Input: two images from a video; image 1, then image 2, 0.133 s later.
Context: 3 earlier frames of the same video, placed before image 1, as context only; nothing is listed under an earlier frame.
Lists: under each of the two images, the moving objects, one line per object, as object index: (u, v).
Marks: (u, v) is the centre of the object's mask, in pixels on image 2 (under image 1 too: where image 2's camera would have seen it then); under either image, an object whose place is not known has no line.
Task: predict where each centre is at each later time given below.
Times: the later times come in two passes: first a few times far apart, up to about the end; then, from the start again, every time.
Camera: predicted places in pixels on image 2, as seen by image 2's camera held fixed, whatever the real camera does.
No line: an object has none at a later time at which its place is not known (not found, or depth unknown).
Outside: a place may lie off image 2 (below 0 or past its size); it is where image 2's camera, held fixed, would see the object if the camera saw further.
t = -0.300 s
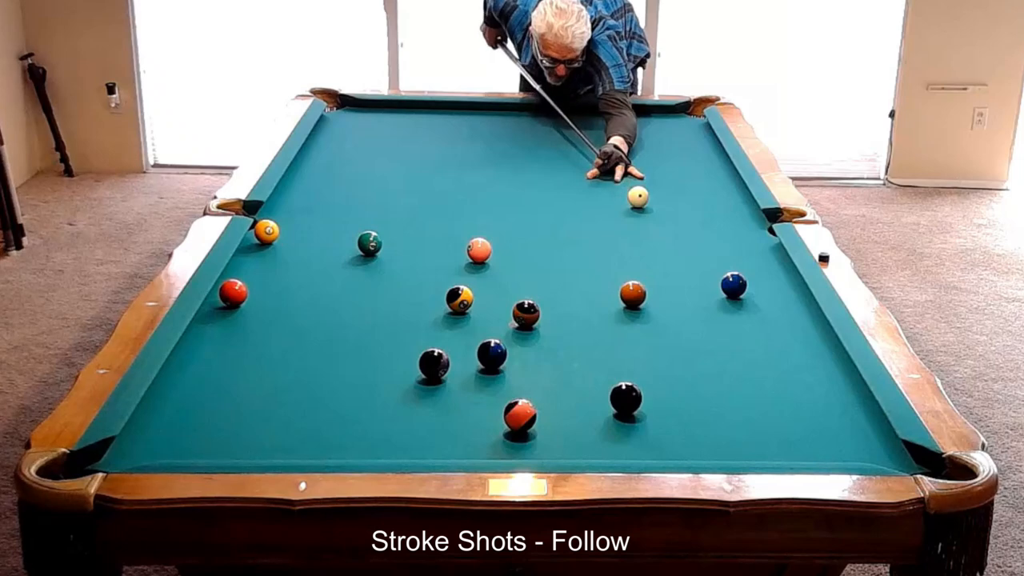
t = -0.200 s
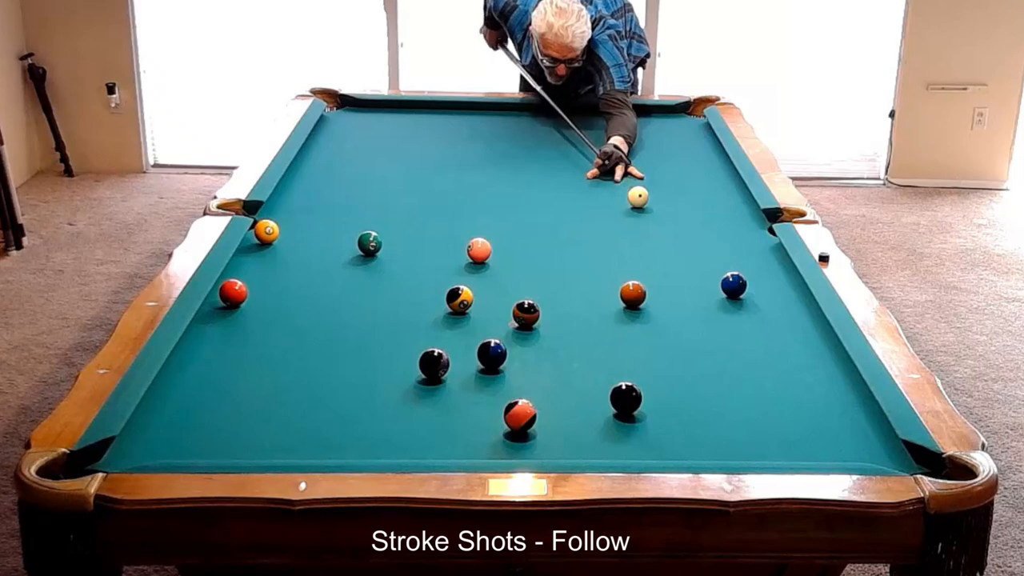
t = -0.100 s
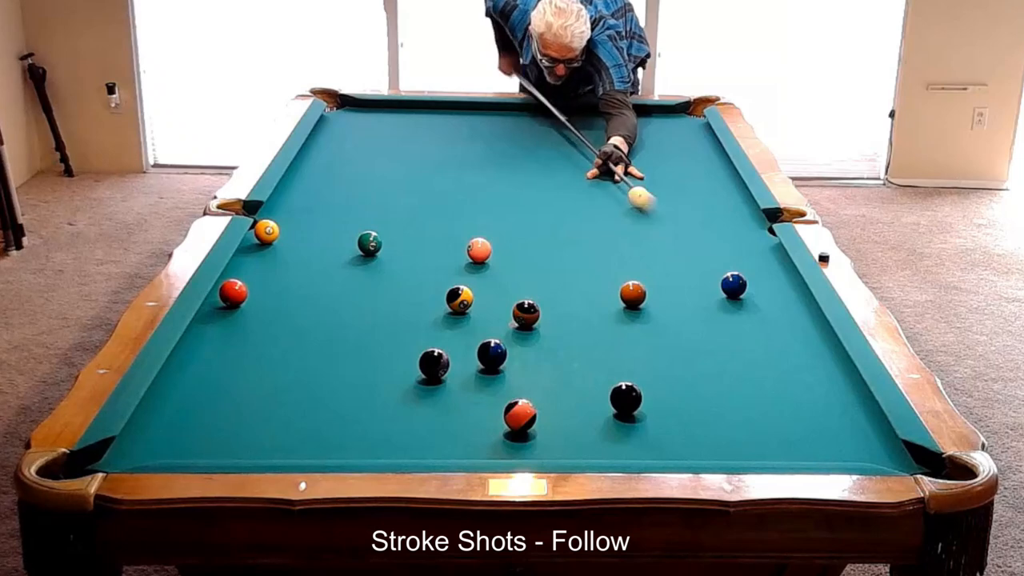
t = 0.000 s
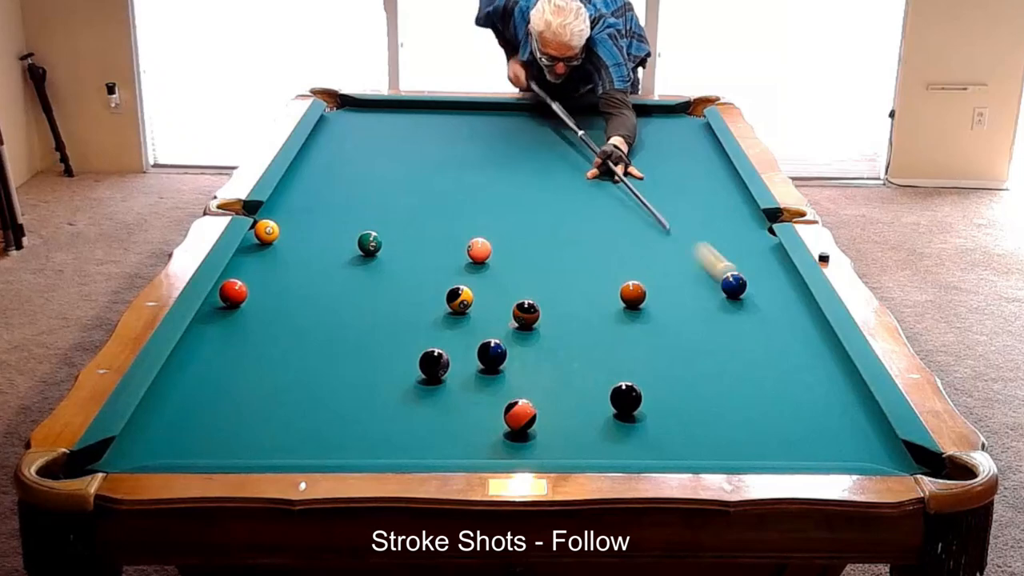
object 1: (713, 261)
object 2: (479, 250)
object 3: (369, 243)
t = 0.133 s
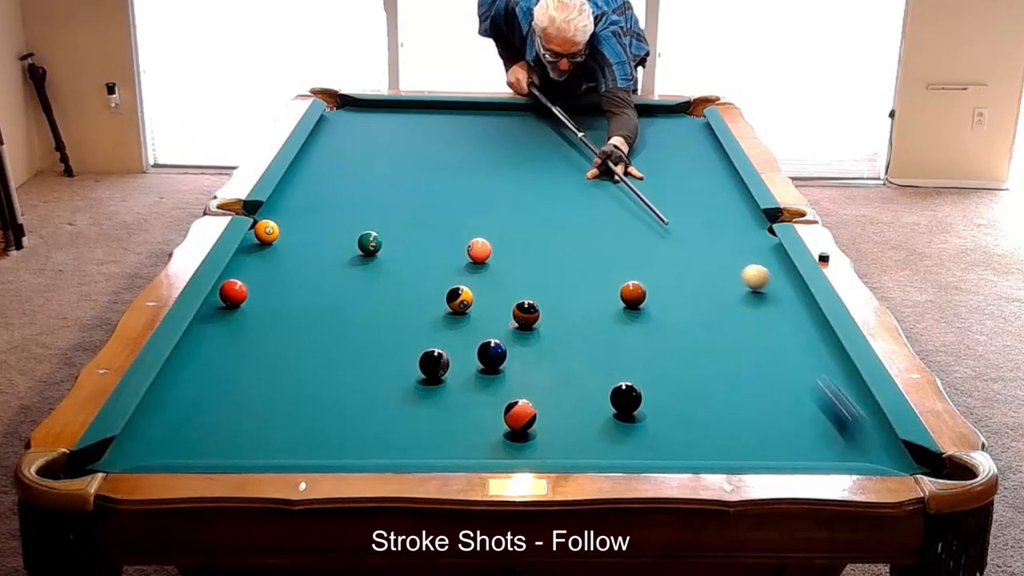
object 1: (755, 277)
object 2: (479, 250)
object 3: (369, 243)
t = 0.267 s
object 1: (792, 286)
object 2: (479, 250)
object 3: (369, 243)
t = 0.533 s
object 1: (766, 316)
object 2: (479, 250)
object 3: (369, 243)
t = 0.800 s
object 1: (767, 376)
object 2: (479, 250)
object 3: (369, 243)
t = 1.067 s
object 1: (772, 449)
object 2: (479, 249)
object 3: (369, 243)
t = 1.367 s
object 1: (699, 407)
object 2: (479, 249)
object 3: (369, 243)
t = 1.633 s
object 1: (645, 370)
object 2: (479, 249)
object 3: (369, 243)
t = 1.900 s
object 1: (600, 340)
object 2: (479, 249)
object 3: (369, 243)
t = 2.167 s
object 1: (560, 315)
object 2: (479, 249)
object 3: (369, 243)
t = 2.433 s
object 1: (526, 289)
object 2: (479, 249)
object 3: (369, 243)
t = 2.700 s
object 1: (495, 271)
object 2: (479, 250)
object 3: (369, 243)
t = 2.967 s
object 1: (468, 258)
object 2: (481, 244)
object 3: (369, 243)
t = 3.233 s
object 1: (441, 253)
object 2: (480, 237)
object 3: (369, 243)
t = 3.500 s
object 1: (417, 248)
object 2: (481, 230)
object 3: (369, 243)
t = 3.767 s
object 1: (396, 245)
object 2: (481, 223)
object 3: (369, 243)
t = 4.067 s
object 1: (391, 243)
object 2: (481, 217)
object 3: (358, 242)
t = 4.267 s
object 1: (390, 243)
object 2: (480, 214)
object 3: (351, 241)
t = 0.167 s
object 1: (764, 279)
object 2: (479, 250)
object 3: (369, 243)
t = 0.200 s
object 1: (774, 281)
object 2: (479, 250)
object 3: (369, 243)
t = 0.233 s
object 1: (783, 283)
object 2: (479, 249)
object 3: (369, 243)
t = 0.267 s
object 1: (792, 286)
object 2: (479, 250)
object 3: (369, 243)
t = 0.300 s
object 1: (790, 288)
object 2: (479, 250)
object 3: (369, 243)
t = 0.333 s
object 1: (785, 291)
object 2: (479, 250)
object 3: (369, 243)
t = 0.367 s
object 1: (780, 294)
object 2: (479, 250)
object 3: (369, 243)
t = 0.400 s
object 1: (776, 298)
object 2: (479, 250)
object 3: (369, 243)
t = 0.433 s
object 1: (773, 302)
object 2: (479, 250)
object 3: (369, 243)
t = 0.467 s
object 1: (770, 306)
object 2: (479, 250)
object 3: (369, 243)
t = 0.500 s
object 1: (768, 311)
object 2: (479, 250)
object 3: (369, 243)
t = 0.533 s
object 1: (766, 316)
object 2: (479, 250)
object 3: (369, 243)
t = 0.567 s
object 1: (765, 322)
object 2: (479, 250)
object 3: (369, 243)
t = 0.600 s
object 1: (765, 329)
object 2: (479, 250)
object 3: (369, 243)
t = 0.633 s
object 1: (765, 336)
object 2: (479, 250)
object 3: (369, 243)
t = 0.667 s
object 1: (765, 344)
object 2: (479, 250)
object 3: (369, 243)
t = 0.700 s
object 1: (766, 351)
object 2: (479, 250)
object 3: (369, 243)
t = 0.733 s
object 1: (766, 359)
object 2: (479, 250)
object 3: (369, 243)
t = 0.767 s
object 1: (766, 368)
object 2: (479, 250)
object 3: (369, 243)
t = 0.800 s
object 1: (767, 376)
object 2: (479, 250)
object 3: (369, 243)
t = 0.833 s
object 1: (768, 385)
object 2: (479, 250)
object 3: (369, 243)
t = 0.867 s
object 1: (768, 394)
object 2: (479, 250)
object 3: (369, 243)
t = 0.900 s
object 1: (769, 403)
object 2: (479, 250)
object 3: (369, 243)
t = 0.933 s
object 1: (769, 413)
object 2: (479, 250)
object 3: (369, 243)
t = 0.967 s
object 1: (770, 423)
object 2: (479, 250)
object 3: (369, 243)
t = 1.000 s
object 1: (771, 433)
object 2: (479, 250)
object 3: (369, 243)
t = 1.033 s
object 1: (771, 442)
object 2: (479, 249)
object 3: (369, 243)
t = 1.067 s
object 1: (772, 449)
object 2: (479, 249)
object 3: (369, 243)
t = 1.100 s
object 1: (765, 449)
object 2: (479, 249)
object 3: (369, 243)
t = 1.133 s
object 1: (756, 444)
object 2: (479, 249)
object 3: (369, 243)
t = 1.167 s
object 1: (746, 438)
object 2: (479, 249)
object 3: (369, 243)
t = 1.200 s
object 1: (738, 433)
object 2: (479, 249)
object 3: (369, 243)
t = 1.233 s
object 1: (730, 427)
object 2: (479, 249)
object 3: (369, 243)
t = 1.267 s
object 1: (722, 422)
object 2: (479, 249)
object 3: (369, 243)
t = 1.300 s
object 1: (714, 417)
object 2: (479, 249)
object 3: (369, 243)
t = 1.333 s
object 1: (707, 412)
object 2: (479, 249)
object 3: (369, 243)
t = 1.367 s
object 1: (699, 407)
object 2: (479, 249)
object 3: (369, 243)
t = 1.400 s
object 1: (692, 402)
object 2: (479, 249)
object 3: (369, 243)
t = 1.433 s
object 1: (685, 398)
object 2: (479, 249)
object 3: (369, 243)
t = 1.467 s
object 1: (679, 393)
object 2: (479, 249)
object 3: (369, 243)
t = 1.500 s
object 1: (671, 388)
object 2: (479, 249)
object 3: (369, 243)
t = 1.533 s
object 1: (665, 384)
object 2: (479, 249)
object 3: (369, 243)
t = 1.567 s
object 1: (658, 379)
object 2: (479, 249)
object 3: (369, 243)
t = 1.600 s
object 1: (652, 375)
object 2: (479, 249)
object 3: (369, 243)
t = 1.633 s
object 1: (645, 370)
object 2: (479, 249)
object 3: (369, 243)
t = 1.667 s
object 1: (639, 367)
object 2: (479, 249)
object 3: (369, 243)
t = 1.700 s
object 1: (634, 363)
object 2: (479, 249)
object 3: (369, 243)
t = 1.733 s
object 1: (628, 359)
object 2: (479, 249)
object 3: (369, 243)
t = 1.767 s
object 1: (622, 355)
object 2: (479, 249)
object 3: (369, 243)
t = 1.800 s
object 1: (616, 351)
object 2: (479, 249)
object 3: (369, 243)
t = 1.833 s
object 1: (610, 348)
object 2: (479, 249)
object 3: (369, 243)
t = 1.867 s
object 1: (605, 344)
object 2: (479, 249)
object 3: (369, 243)
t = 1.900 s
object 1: (600, 340)
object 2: (479, 249)
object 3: (369, 243)
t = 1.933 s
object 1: (594, 337)
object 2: (479, 249)
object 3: (369, 243)
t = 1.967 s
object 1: (589, 334)
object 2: (479, 249)
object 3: (369, 243)
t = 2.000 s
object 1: (584, 330)
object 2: (479, 249)
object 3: (369, 243)
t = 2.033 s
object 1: (579, 327)
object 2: (479, 249)
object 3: (369, 243)
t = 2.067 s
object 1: (574, 324)
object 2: (479, 249)
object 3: (369, 243)
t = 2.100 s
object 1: (570, 320)
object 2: (479, 249)
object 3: (369, 243)
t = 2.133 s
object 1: (565, 317)
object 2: (479, 249)
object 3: (369, 243)
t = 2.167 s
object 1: (560, 315)
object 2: (479, 249)
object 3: (369, 243)
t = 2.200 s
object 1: (556, 311)
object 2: (479, 249)
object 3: (369, 243)
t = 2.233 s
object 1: (552, 308)
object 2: (479, 249)
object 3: (369, 243)
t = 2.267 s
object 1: (548, 305)
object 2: (479, 249)
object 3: (369, 243)
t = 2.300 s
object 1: (544, 301)
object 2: (479, 249)
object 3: (369, 243)
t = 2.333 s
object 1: (540, 297)
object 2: (479, 249)
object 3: (369, 243)
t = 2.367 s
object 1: (535, 294)
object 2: (479, 249)
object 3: (369, 243)
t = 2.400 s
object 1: (530, 291)
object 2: (479, 250)
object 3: (369, 243)
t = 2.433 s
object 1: (526, 289)
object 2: (479, 249)
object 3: (369, 243)
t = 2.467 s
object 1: (522, 288)
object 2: (479, 250)
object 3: (369, 243)
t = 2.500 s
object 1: (518, 286)
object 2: (479, 250)
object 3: (369, 243)
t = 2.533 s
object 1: (514, 283)
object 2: (479, 250)
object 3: (369, 243)
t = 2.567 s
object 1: (510, 281)
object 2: (479, 250)
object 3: (369, 243)
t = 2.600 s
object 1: (507, 278)
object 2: (479, 250)
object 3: (369, 243)
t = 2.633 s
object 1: (503, 276)
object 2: (479, 250)
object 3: (369, 243)
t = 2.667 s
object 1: (499, 274)
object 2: (479, 250)
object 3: (369, 243)
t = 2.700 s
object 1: (495, 271)
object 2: (479, 250)
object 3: (369, 243)
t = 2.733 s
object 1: (492, 269)
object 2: (478, 249)
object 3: (369, 243)
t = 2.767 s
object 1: (488, 267)
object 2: (478, 248)
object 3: (369, 243)
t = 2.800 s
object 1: (485, 265)
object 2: (478, 247)
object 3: (369, 243)
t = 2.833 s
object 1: (482, 262)
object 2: (478, 245)
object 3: (369, 243)
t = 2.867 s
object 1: (478, 260)
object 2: (479, 244)
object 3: (369, 243)
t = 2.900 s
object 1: (474, 259)
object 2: (481, 244)
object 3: (369, 243)
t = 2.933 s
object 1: (471, 258)
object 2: (481, 245)
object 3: (369, 243)
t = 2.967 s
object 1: (468, 258)
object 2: (481, 244)
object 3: (369, 243)
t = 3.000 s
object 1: (464, 257)
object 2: (480, 244)
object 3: (369, 243)
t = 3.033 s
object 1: (461, 256)
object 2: (480, 244)
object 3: (369, 243)
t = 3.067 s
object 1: (457, 256)
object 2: (479, 243)
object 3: (369, 243)
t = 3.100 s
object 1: (454, 255)
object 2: (480, 242)
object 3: (369, 243)
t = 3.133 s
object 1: (450, 254)
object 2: (480, 241)
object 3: (369, 243)
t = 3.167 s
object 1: (448, 254)
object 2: (480, 240)
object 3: (369, 243)
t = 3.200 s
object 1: (444, 253)
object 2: (480, 239)
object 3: (369, 243)
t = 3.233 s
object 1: (441, 253)
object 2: (480, 237)
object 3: (369, 243)
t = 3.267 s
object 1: (438, 252)
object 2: (480, 236)
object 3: (369, 243)
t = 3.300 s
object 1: (435, 252)
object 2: (480, 236)
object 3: (369, 243)
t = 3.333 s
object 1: (432, 251)
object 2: (480, 235)
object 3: (369, 243)
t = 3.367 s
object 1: (429, 251)
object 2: (480, 234)
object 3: (369, 243)
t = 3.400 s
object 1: (426, 250)
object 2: (480, 233)
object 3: (369, 243)
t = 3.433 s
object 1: (423, 249)
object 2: (481, 232)
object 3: (369, 243)
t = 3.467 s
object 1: (420, 249)
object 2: (481, 231)
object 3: (369, 243)
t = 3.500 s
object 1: (417, 248)
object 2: (481, 230)
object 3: (369, 243)
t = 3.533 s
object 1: (415, 248)
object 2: (481, 229)
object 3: (369, 243)
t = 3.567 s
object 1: (412, 247)
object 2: (481, 228)
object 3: (369, 243)
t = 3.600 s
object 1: (409, 247)
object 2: (481, 227)
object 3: (369, 243)
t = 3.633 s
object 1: (406, 247)
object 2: (481, 227)
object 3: (369, 243)
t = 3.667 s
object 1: (404, 246)
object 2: (481, 226)
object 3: (369, 243)
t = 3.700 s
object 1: (401, 246)
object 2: (481, 225)
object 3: (369, 243)
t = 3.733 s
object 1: (398, 245)
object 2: (481, 224)
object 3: (369, 243)
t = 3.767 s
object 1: (396, 245)
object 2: (481, 223)
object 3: (369, 243)
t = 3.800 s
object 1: (394, 245)
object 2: (481, 223)
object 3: (369, 243)
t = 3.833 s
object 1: (393, 244)
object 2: (481, 222)
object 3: (367, 243)
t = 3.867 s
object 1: (393, 244)
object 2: (481, 221)
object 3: (366, 242)
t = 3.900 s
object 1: (393, 244)
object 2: (481, 221)
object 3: (364, 242)
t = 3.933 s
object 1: (393, 244)
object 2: (481, 220)
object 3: (363, 242)
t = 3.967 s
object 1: (392, 244)
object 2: (481, 219)
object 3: (362, 242)
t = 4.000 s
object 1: (392, 243)
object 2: (480, 218)
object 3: (360, 242)
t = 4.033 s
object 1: (392, 243)
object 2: (480, 218)
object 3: (359, 242)
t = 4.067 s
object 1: (391, 243)
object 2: (481, 217)
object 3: (358, 242)
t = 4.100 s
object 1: (391, 243)
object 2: (480, 217)
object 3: (356, 242)
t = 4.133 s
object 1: (391, 243)
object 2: (480, 216)
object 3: (355, 242)
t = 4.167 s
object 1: (391, 243)
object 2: (480, 215)
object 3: (354, 242)
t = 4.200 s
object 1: (391, 243)
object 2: (480, 215)
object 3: (353, 241)
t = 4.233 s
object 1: (390, 243)
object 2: (480, 214)
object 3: (352, 241)
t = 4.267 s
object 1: (390, 243)
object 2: (480, 214)
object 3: (351, 241)
